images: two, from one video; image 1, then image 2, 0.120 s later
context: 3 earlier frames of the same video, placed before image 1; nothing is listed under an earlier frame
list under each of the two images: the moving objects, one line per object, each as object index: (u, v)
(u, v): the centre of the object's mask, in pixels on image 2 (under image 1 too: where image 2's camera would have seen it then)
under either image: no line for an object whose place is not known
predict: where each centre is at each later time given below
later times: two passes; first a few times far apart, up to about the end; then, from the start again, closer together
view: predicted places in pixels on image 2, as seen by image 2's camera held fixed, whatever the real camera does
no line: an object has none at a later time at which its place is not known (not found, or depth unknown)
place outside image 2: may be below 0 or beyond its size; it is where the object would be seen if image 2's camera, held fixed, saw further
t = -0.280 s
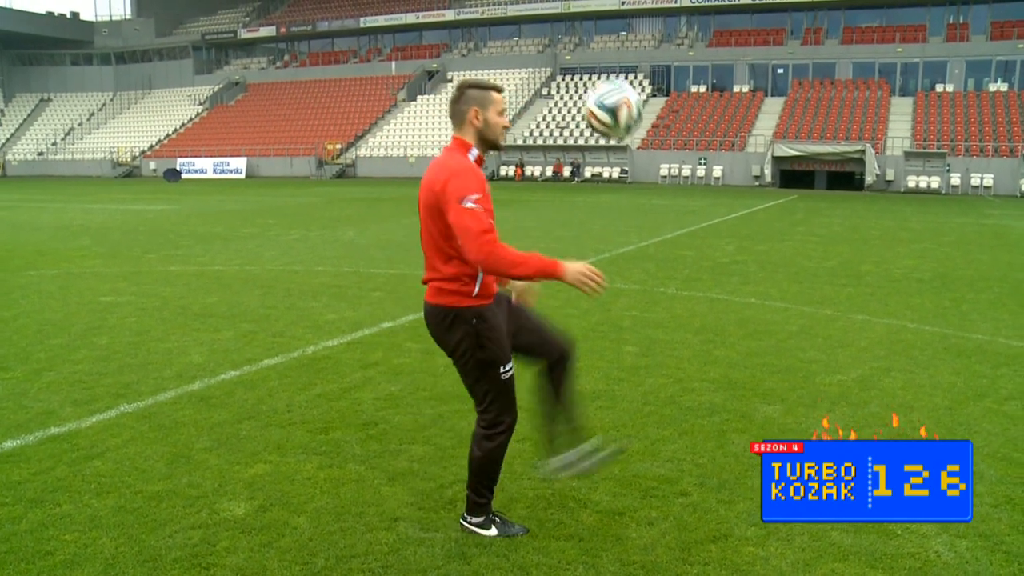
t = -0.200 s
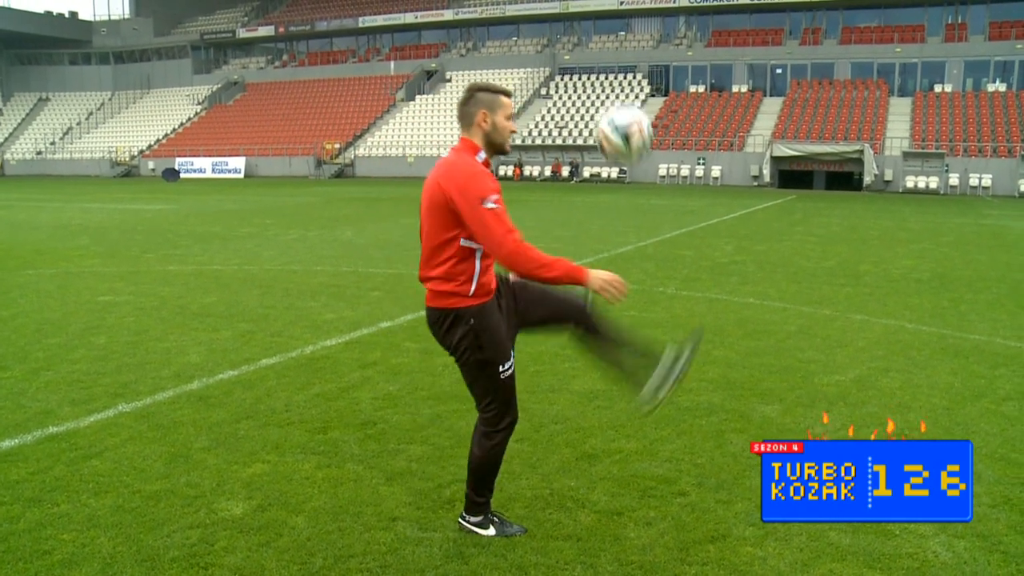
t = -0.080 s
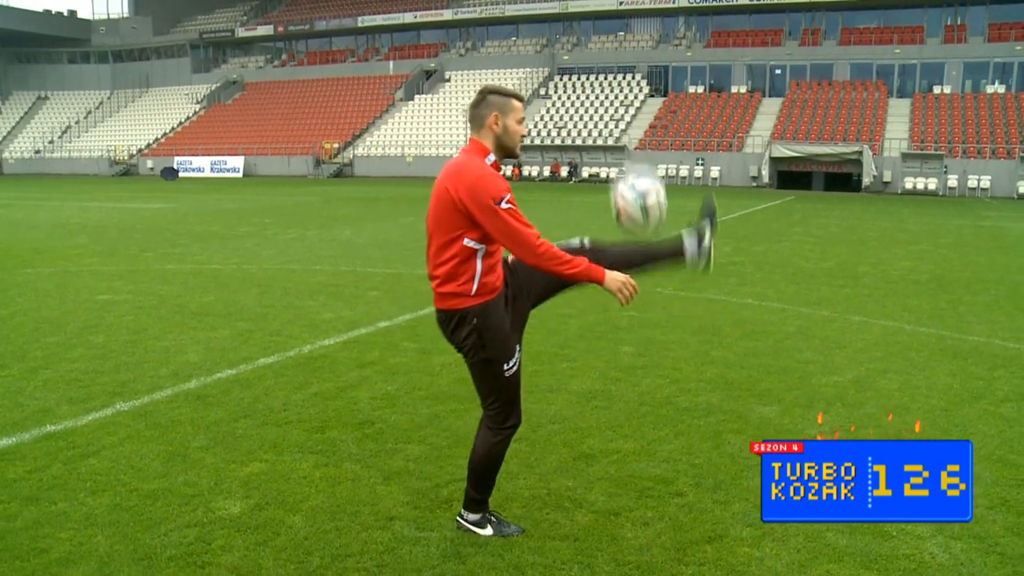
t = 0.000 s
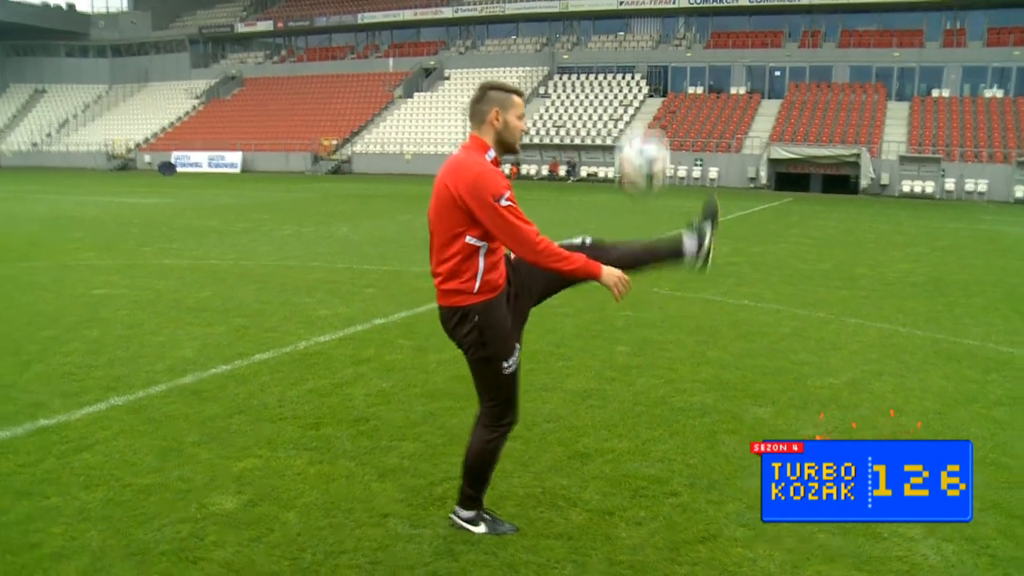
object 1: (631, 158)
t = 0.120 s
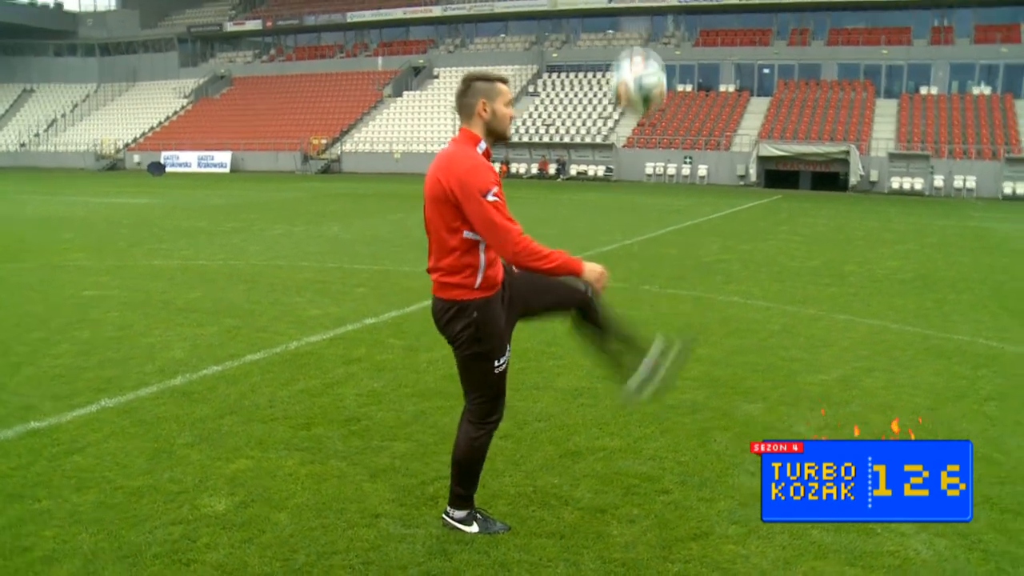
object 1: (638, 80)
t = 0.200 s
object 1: (641, 48)
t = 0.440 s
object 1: (649, 47)
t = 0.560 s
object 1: (651, 105)
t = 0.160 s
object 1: (640, 62)
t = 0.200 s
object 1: (641, 48)
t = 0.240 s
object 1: (642, 38)
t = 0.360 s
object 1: (646, 33)
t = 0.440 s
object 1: (649, 47)
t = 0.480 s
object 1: (649, 62)
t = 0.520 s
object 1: (649, 81)
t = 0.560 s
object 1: (651, 105)
